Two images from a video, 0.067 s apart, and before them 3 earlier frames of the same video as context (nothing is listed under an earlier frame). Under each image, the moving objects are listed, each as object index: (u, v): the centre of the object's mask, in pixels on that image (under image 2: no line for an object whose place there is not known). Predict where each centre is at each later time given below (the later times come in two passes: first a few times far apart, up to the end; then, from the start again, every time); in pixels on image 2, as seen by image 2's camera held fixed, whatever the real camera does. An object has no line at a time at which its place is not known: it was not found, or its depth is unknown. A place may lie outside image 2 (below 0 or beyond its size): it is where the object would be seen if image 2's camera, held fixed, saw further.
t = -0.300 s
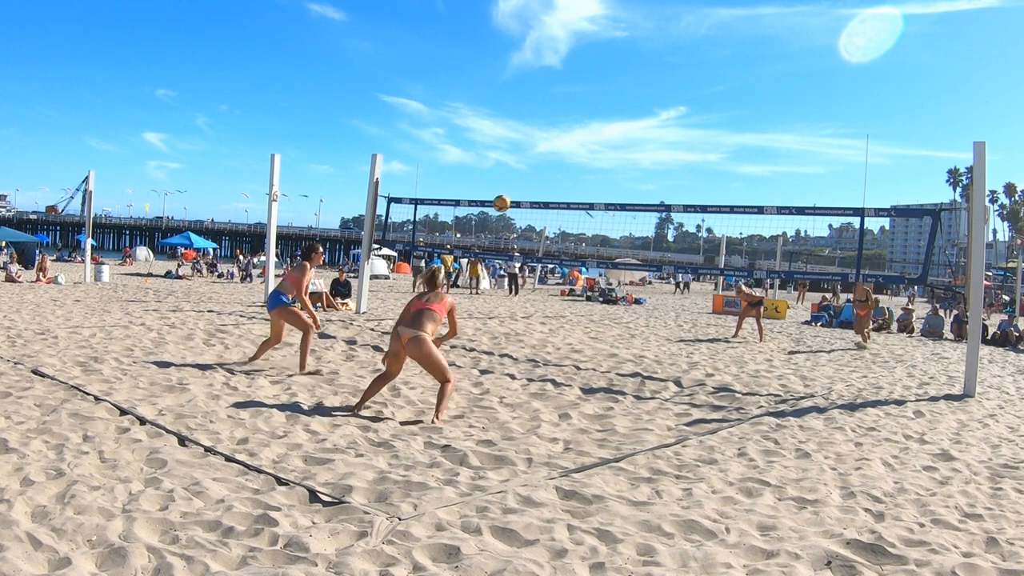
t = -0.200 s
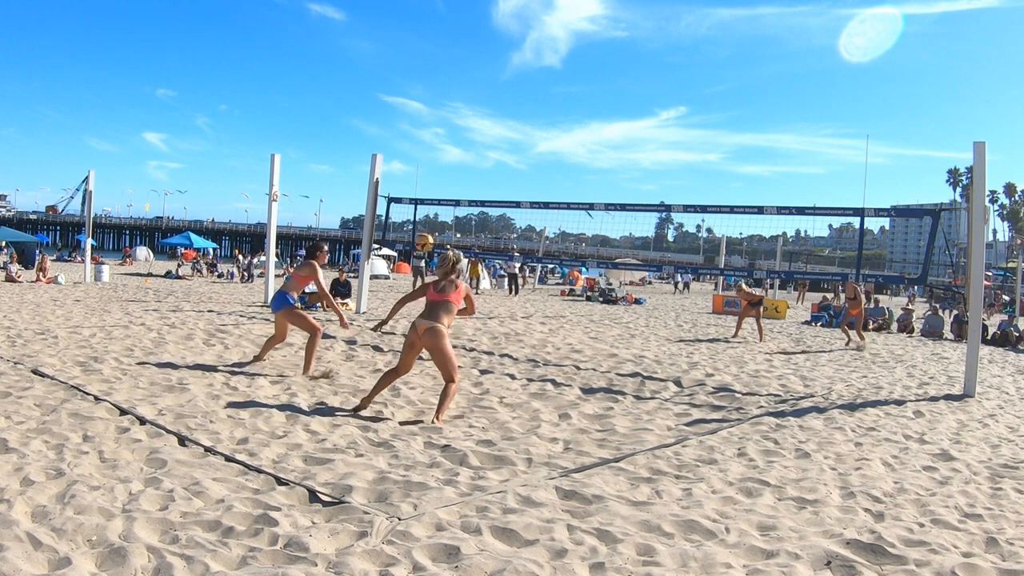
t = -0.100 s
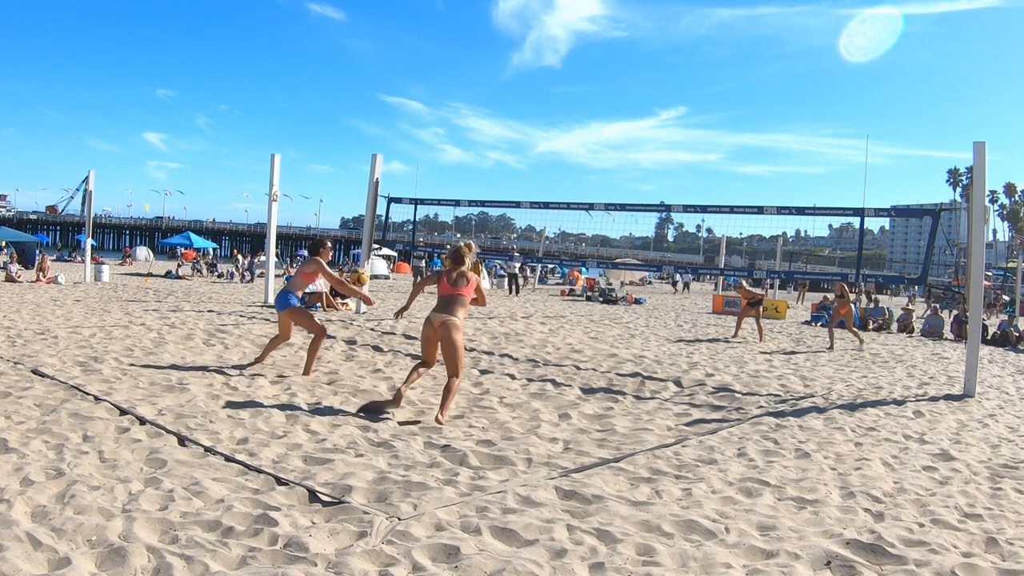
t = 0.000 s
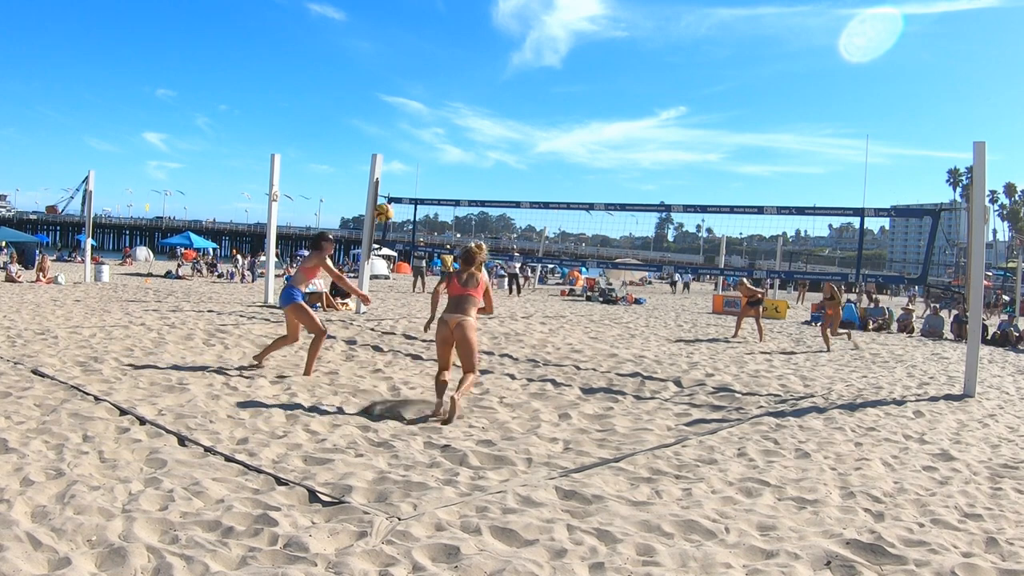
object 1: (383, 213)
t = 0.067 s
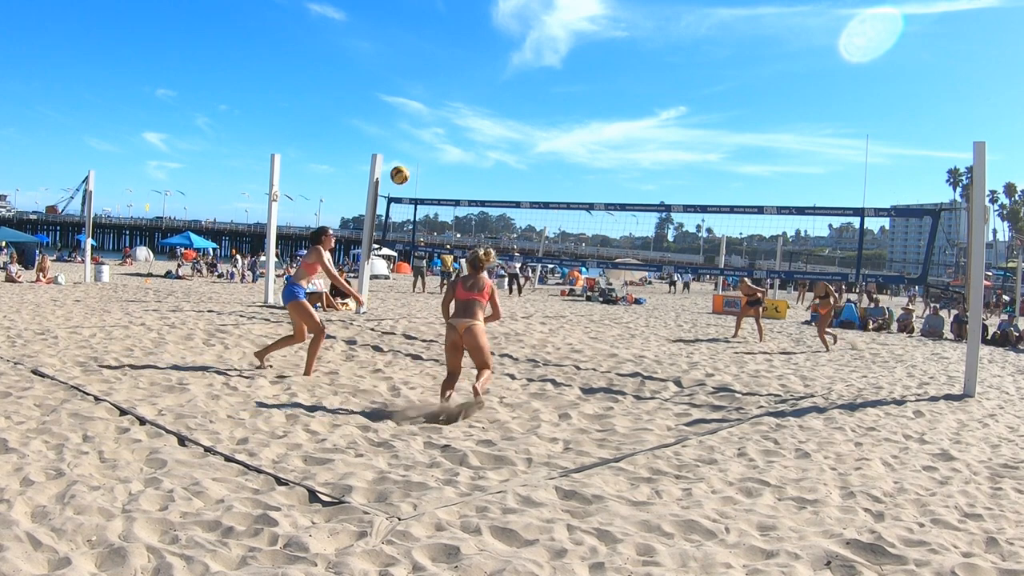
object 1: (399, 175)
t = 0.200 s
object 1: (431, 114)
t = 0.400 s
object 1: (474, 55)
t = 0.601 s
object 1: (514, 33)
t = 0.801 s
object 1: (551, 44)
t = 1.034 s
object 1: (592, 97)
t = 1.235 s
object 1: (624, 177)
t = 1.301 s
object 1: (635, 209)
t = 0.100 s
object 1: (407, 158)
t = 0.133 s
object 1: (415, 142)
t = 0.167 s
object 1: (423, 127)
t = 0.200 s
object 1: (431, 114)
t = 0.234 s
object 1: (438, 101)
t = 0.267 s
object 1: (446, 90)
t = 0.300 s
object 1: (453, 80)
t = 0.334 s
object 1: (460, 71)
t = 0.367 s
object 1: (467, 62)
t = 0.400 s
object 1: (474, 55)
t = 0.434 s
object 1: (481, 49)
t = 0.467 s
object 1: (488, 44)
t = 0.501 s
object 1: (495, 40)
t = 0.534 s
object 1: (501, 37)
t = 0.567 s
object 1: (508, 35)
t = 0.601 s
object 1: (514, 33)
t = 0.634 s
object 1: (520, 33)
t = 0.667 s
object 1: (526, 34)
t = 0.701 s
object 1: (532, 35)
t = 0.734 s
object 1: (539, 38)
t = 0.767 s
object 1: (545, 41)
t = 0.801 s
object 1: (551, 44)
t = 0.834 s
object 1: (557, 49)
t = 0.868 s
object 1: (563, 55)
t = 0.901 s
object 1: (568, 62)
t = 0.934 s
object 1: (575, 70)
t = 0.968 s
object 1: (580, 78)
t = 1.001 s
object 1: (586, 87)
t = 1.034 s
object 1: (592, 97)
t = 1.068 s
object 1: (597, 108)
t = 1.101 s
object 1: (603, 120)
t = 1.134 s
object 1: (608, 134)
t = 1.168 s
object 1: (613, 147)
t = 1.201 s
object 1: (619, 161)
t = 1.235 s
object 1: (624, 177)
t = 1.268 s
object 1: (630, 193)
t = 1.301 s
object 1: (635, 209)
